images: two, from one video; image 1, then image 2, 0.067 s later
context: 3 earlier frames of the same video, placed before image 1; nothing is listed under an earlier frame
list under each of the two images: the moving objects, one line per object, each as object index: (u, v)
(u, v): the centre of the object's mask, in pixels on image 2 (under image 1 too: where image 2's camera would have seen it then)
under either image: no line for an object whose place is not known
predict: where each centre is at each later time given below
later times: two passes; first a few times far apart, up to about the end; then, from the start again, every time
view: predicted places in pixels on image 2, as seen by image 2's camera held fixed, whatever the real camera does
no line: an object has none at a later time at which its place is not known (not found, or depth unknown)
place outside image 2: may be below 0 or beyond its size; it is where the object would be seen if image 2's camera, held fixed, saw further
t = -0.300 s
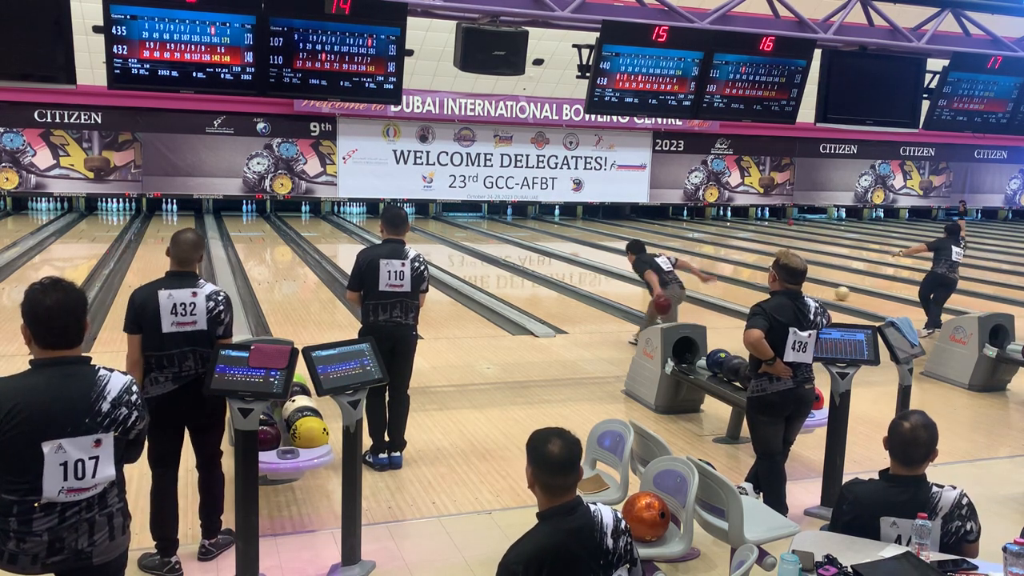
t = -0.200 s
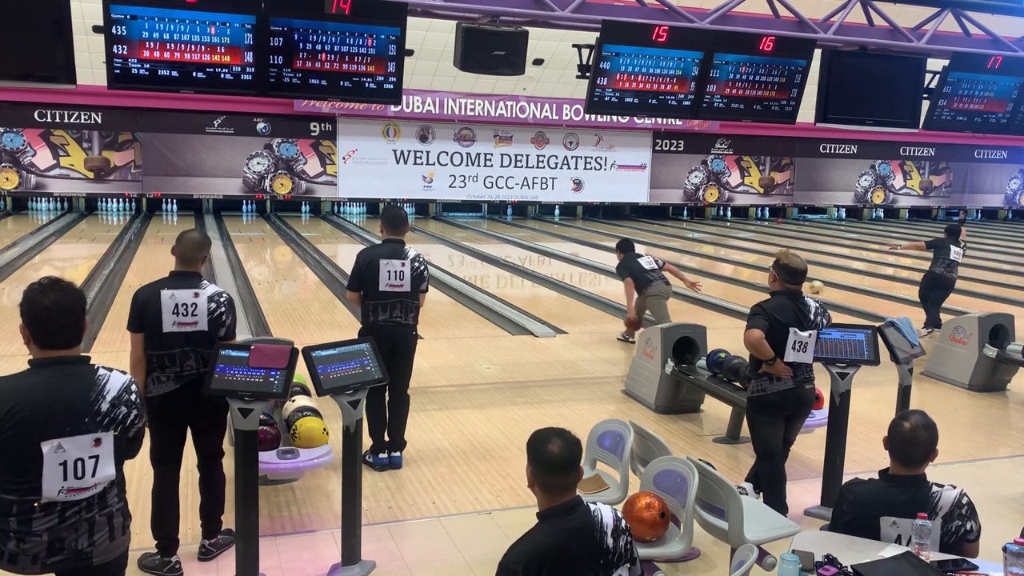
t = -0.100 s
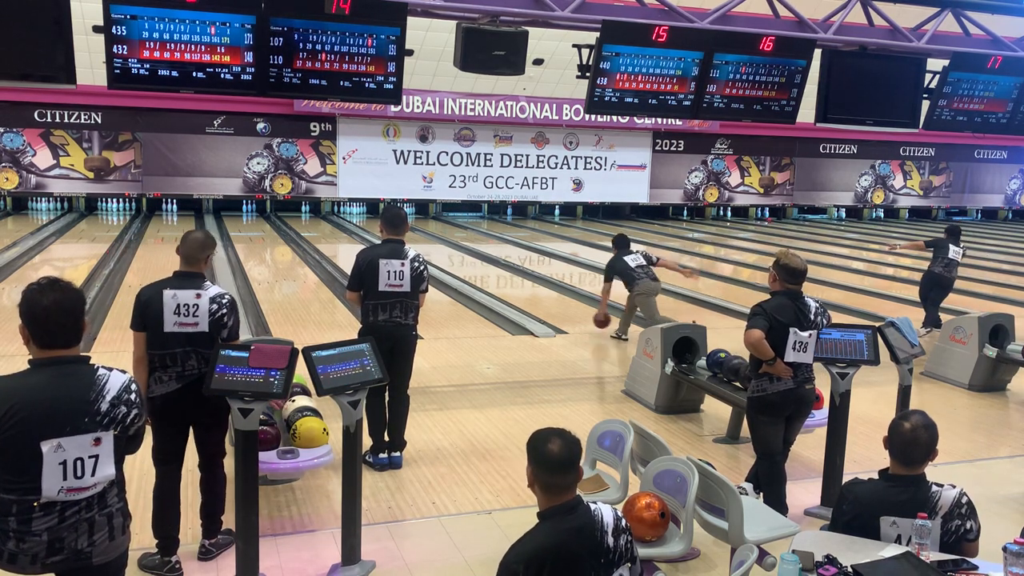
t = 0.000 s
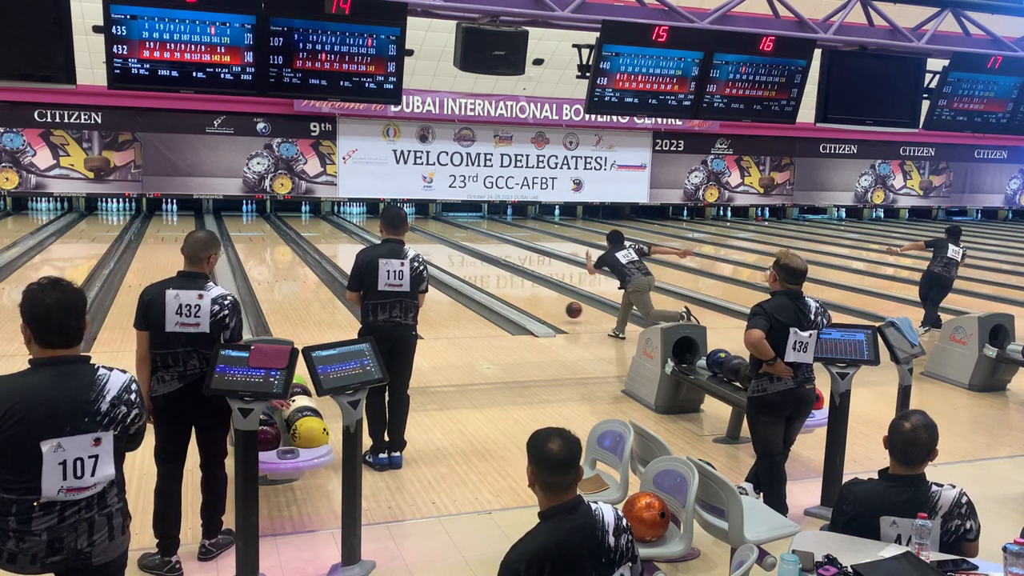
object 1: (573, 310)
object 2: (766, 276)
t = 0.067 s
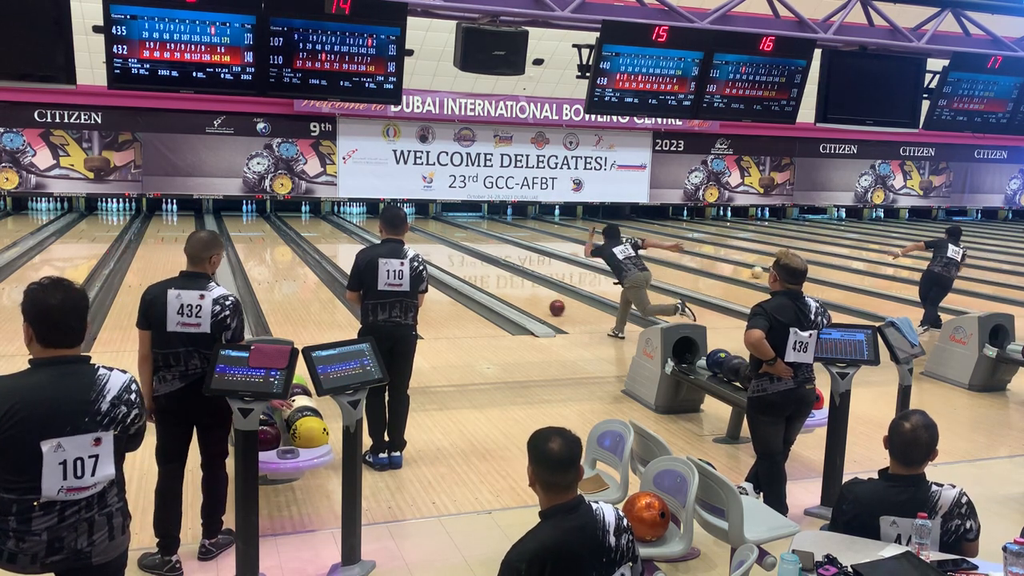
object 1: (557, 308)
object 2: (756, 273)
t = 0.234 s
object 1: (521, 292)
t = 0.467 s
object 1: (481, 274)
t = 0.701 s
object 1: (450, 260)
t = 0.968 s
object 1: (422, 248)
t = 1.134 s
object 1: (408, 241)
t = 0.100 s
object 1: (549, 303)
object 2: (750, 271)
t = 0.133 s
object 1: (542, 300)
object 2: (744, 269)
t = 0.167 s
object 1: (534, 298)
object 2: (737, 268)
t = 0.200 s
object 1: (527, 294)
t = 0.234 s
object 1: (521, 292)
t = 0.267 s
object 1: (514, 289)
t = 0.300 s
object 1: (508, 286)
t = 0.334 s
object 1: (502, 284)
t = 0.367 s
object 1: (497, 281)
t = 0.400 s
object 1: (491, 279)
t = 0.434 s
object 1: (486, 276)
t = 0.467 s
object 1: (481, 274)
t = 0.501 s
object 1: (476, 272)
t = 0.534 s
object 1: (471, 270)
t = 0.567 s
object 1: (467, 268)
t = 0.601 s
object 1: (462, 266)
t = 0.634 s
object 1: (458, 264)
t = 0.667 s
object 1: (454, 262)
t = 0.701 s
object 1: (450, 260)
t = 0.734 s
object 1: (446, 258)
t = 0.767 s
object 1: (442, 257)
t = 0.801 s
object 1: (439, 255)
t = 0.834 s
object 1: (435, 254)
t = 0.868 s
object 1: (432, 252)
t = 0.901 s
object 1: (429, 251)
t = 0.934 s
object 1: (426, 249)
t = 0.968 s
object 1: (422, 248)
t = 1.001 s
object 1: (419, 246)
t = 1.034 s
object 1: (416, 245)
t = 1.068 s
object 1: (414, 244)
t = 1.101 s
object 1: (411, 243)
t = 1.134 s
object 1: (408, 241)
